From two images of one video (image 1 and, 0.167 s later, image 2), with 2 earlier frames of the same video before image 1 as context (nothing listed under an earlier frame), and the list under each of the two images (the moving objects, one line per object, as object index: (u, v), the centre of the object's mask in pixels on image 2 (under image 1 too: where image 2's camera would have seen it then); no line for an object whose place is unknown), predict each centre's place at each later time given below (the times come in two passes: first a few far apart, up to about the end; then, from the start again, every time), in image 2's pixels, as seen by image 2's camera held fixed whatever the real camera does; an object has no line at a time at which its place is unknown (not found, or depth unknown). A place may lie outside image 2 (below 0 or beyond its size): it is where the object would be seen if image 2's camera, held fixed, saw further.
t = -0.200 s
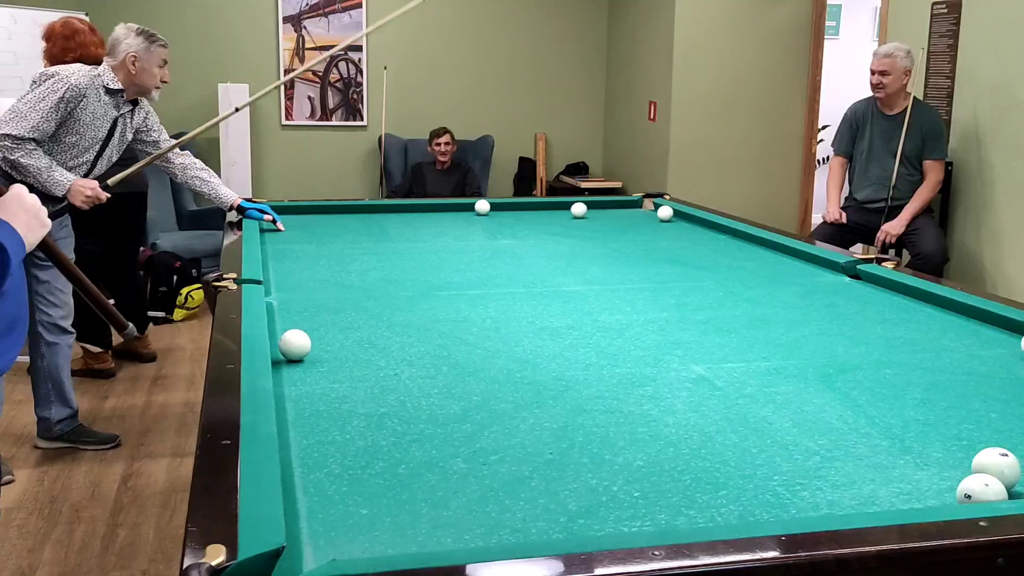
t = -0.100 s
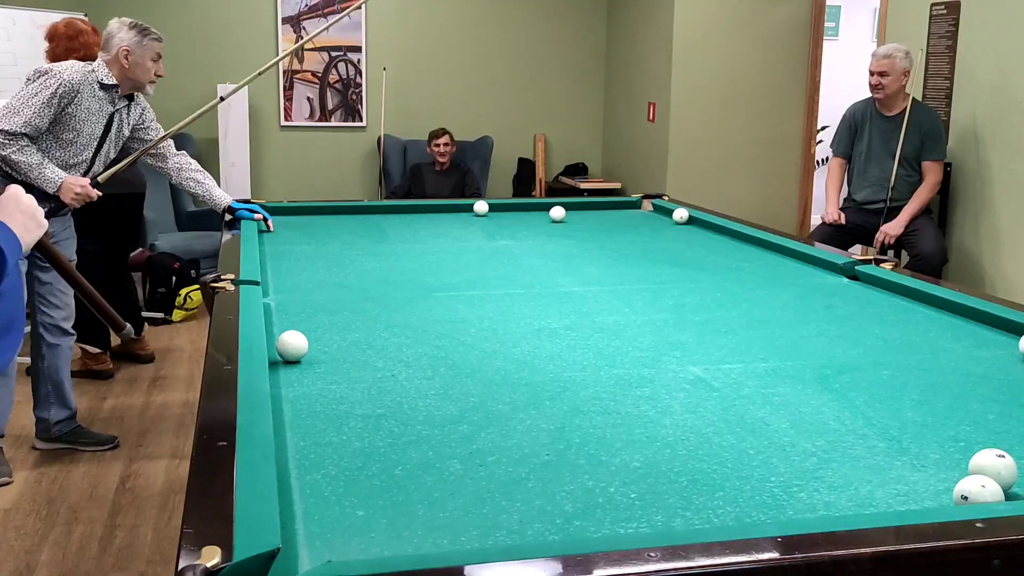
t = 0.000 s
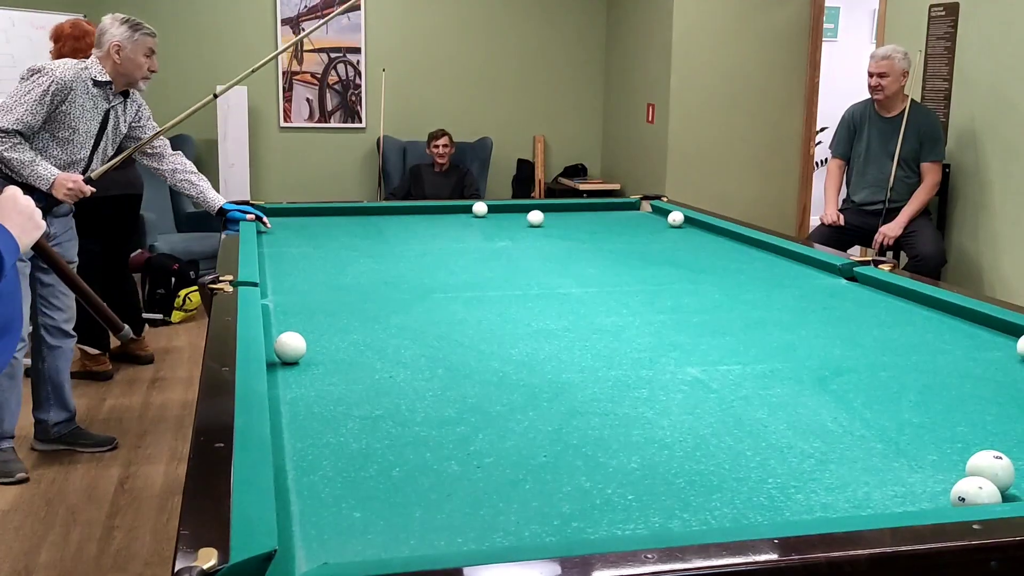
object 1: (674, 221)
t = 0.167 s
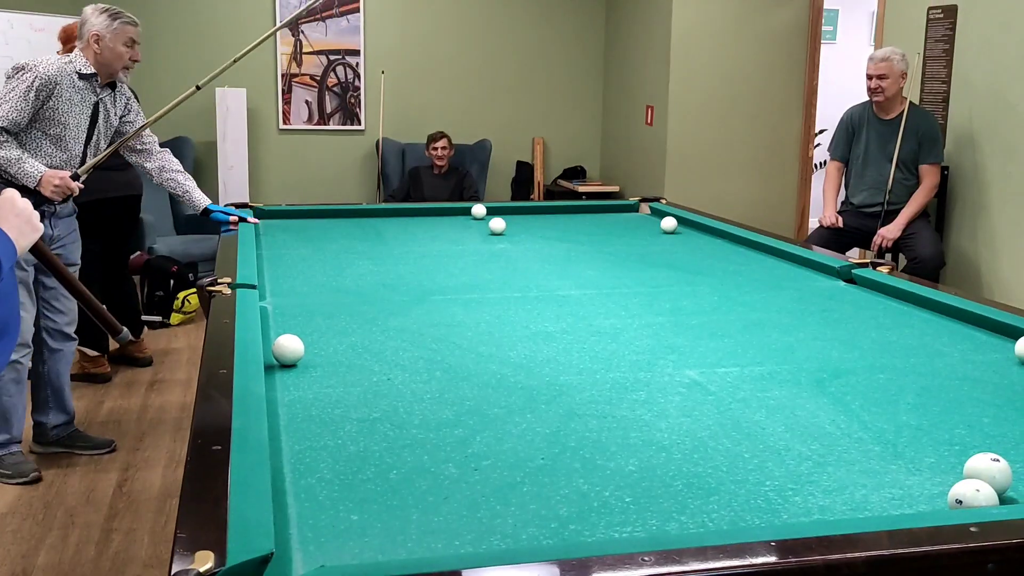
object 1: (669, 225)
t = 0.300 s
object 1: (664, 228)
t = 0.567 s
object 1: (654, 234)
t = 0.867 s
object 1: (642, 241)
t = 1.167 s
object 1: (628, 248)
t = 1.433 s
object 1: (615, 255)
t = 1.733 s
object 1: (600, 263)
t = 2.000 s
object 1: (586, 270)
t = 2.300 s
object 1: (568, 279)
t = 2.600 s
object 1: (550, 288)
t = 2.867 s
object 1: (532, 296)
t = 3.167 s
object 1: (511, 306)
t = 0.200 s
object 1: (668, 225)
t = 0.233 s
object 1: (666, 226)
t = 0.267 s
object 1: (665, 227)
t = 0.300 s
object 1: (664, 228)
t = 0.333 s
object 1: (663, 228)
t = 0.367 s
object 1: (661, 229)
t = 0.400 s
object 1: (660, 230)
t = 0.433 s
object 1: (659, 231)
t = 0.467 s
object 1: (658, 231)
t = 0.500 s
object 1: (657, 232)
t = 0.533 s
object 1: (655, 233)
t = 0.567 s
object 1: (654, 234)
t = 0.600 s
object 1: (653, 234)
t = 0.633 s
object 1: (651, 235)
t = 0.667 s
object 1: (650, 236)
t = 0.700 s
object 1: (649, 237)
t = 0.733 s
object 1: (647, 237)
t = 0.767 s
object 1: (646, 238)
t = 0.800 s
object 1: (644, 239)
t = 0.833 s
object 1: (643, 240)
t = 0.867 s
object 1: (642, 241)
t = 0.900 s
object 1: (640, 241)
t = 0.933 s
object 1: (639, 242)
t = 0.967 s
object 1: (637, 243)
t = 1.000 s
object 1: (636, 244)
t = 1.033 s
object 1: (634, 244)
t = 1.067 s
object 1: (633, 245)
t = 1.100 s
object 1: (631, 246)
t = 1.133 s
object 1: (630, 247)
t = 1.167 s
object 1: (628, 248)
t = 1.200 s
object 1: (627, 249)
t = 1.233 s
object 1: (625, 250)
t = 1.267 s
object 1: (623, 251)
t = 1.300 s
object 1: (622, 251)
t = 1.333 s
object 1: (620, 252)
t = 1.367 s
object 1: (619, 253)
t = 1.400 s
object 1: (617, 254)
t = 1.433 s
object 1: (615, 255)
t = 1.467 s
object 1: (614, 256)
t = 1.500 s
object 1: (612, 256)
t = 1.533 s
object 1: (610, 257)
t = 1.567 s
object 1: (609, 258)
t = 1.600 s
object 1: (607, 259)
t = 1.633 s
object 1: (605, 260)
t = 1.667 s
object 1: (603, 261)
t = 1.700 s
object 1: (602, 262)
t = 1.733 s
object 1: (600, 263)
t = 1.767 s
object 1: (598, 264)
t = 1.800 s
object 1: (596, 264)
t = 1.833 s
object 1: (595, 265)
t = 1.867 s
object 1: (593, 266)
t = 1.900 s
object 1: (591, 267)
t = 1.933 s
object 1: (589, 268)
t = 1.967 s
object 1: (588, 269)
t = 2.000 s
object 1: (586, 270)
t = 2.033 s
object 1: (584, 271)
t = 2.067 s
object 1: (582, 272)
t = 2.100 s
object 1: (580, 273)
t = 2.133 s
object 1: (578, 274)
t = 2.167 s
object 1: (576, 275)
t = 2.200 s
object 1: (574, 276)
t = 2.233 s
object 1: (572, 277)
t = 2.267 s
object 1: (570, 278)
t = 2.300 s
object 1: (568, 279)
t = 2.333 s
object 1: (566, 280)
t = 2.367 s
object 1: (564, 281)
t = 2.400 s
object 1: (562, 282)
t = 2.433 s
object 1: (560, 283)
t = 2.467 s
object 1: (558, 284)
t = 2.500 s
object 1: (556, 285)
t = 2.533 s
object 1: (554, 286)
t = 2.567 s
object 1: (552, 287)
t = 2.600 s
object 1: (550, 288)
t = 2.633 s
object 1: (548, 289)
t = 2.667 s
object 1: (546, 290)
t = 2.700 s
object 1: (543, 291)
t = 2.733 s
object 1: (541, 292)
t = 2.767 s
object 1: (539, 293)
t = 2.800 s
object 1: (536, 294)
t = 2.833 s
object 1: (534, 295)
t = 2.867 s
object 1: (532, 296)
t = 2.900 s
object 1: (529, 297)
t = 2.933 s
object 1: (527, 299)
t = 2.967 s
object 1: (525, 300)
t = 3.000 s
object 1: (523, 301)
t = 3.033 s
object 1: (521, 302)
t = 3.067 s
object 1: (518, 303)
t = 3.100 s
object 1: (516, 304)
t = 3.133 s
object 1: (513, 305)
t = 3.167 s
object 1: (511, 306)
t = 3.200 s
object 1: (508, 307)
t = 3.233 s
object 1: (506, 309)
